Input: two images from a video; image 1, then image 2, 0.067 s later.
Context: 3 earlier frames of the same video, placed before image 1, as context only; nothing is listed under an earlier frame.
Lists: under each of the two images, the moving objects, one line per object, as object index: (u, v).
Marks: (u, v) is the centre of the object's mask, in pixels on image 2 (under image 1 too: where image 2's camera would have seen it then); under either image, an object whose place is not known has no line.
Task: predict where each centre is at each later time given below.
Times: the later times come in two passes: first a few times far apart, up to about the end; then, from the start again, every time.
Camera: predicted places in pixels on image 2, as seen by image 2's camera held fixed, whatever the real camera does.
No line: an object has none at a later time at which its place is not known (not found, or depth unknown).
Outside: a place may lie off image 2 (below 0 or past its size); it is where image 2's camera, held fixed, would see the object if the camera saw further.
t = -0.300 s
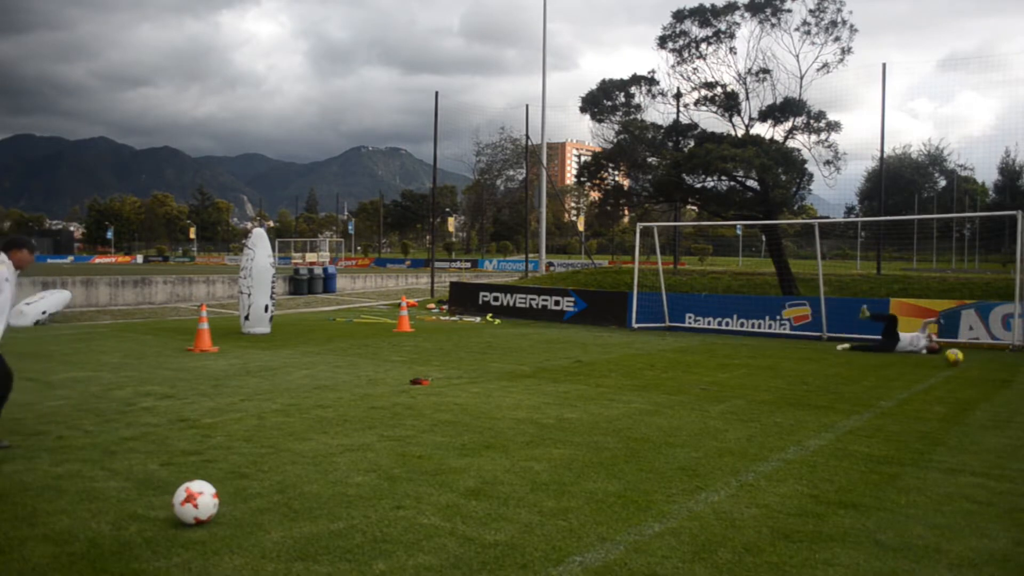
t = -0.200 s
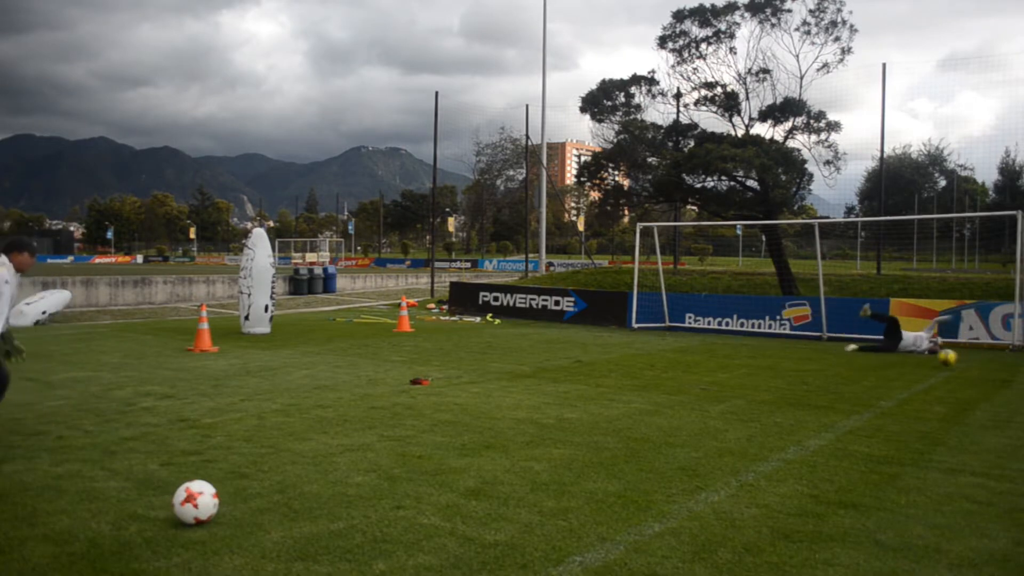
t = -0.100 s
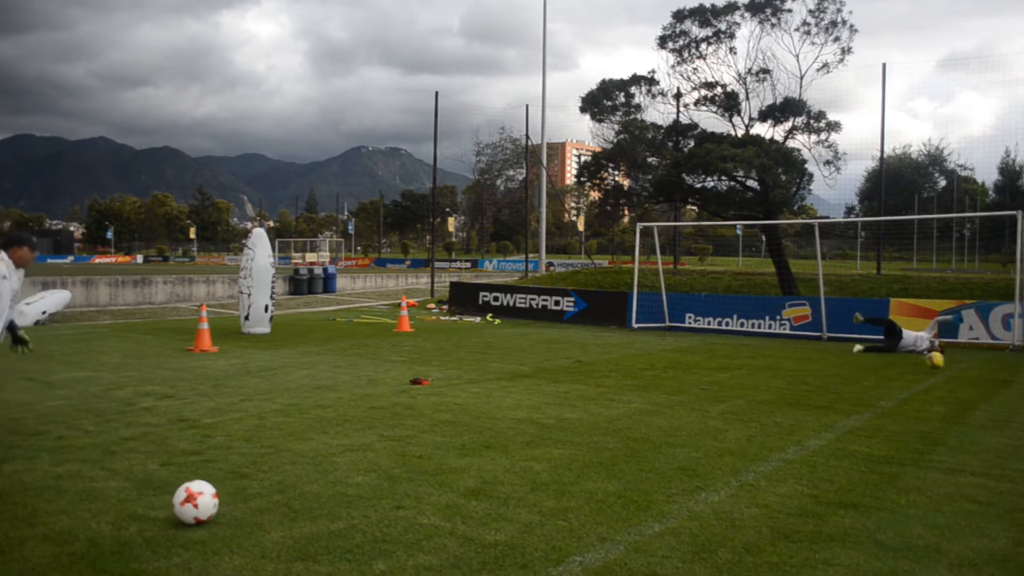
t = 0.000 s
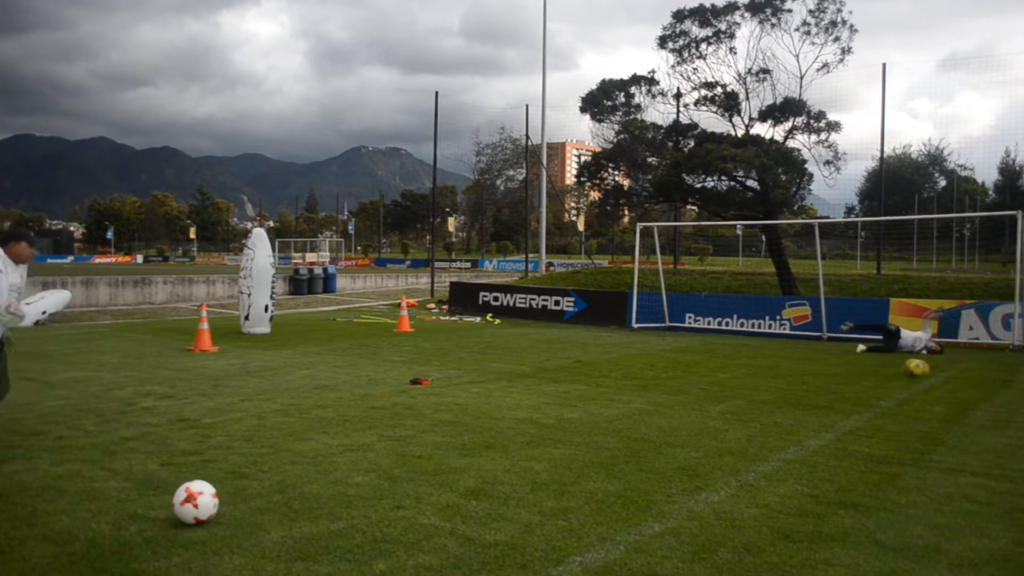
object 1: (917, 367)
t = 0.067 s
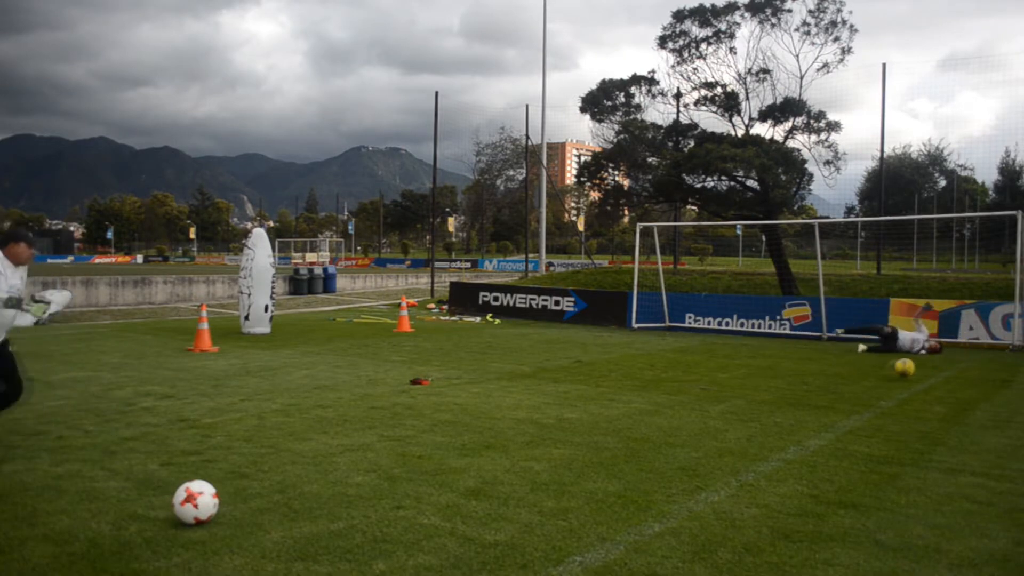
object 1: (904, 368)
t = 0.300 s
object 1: (842, 379)
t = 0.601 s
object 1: (747, 397)
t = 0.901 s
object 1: (648, 411)
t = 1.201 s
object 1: (507, 438)
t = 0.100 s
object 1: (895, 369)
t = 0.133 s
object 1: (884, 372)
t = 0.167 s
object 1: (873, 376)
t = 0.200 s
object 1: (865, 376)
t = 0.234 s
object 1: (856, 378)
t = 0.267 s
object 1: (852, 377)
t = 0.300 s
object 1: (842, 379)
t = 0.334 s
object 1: (831, 383)
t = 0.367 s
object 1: (819, 385)
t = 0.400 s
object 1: (809, 386)
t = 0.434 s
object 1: (799, 387)
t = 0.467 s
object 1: (795, 388)
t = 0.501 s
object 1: (784, 390)
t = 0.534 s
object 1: (771, 394)
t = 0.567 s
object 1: (760, 394)
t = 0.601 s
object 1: (747, 397)
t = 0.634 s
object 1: (737, 399)
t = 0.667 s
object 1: (734, 400)
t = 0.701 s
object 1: (721, 401)
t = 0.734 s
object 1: (708, 405)
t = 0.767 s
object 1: (694, 407)
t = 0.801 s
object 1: (680, 407)
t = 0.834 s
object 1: (666, 407)
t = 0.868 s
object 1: (664, 408)
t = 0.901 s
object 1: (648, 411)
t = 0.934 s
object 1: (632, 417)
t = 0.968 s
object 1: (616, 419)
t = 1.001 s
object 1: (599, 420)
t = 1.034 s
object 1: (577, 423)
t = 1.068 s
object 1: (581, 424)
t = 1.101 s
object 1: (563, 429)
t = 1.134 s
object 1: (545, 431)
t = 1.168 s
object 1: (527, 433)
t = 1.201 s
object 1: (507, 438)
